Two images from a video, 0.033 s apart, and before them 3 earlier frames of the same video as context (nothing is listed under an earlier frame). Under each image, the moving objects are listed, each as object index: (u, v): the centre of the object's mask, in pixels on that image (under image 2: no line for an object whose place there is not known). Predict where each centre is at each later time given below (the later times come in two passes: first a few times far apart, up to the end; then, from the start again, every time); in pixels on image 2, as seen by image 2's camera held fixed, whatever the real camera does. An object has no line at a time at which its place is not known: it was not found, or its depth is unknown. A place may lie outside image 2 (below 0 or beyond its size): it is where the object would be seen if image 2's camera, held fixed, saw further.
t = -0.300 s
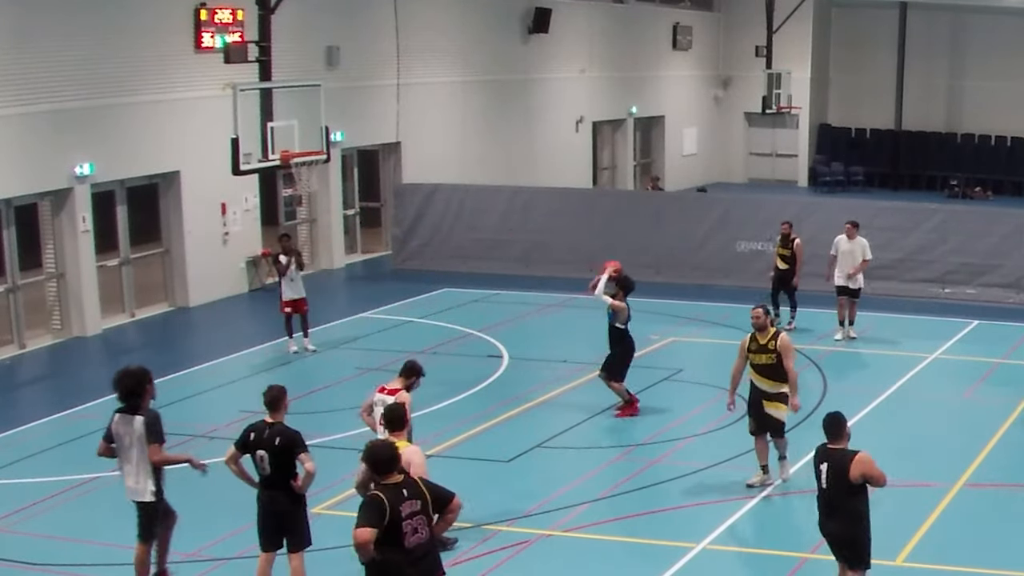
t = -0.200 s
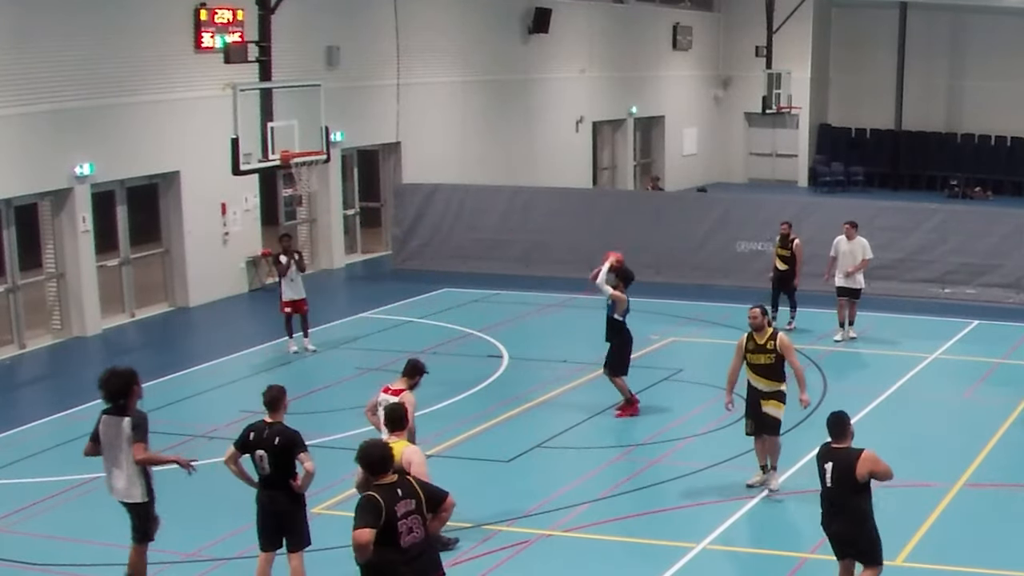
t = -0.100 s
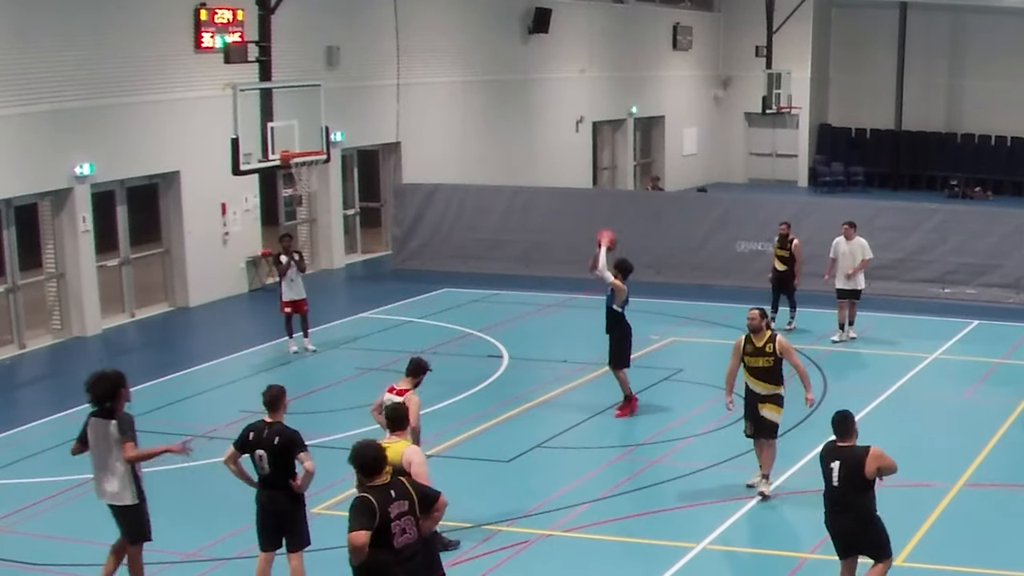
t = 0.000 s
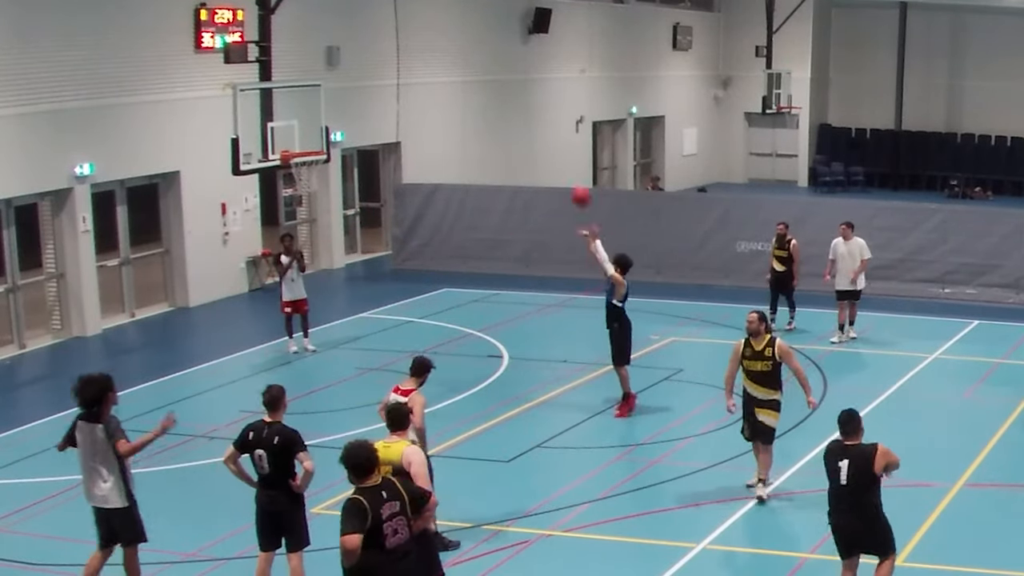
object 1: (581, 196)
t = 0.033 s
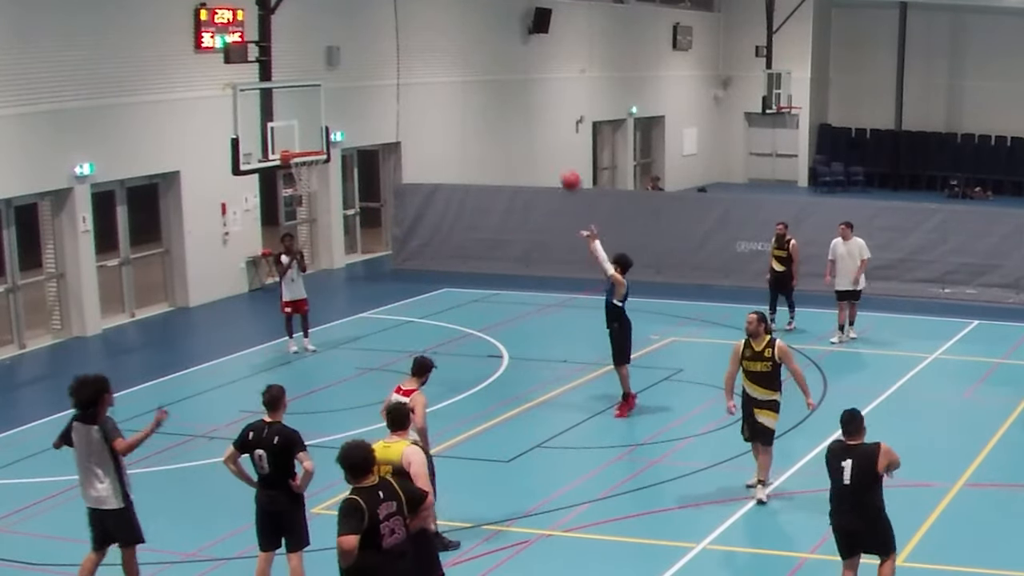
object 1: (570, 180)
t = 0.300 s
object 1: (491, 90)
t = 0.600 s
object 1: (409, 62)
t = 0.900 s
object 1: (332, 106)
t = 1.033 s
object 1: (301, 146)
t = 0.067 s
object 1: (560, 166)
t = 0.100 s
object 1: (550, 152)
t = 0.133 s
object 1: (540, 139)
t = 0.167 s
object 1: (530, 128)
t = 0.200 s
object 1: (520, 117)
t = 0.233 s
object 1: (510, 107)
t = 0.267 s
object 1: (501, 98)
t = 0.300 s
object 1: (491, 90)
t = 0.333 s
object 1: (482, 84)
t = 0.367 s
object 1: (472, 78)
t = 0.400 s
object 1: (463, 73)
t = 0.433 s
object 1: (454, 69)
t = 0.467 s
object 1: (445, 66)
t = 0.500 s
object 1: (435, 63)
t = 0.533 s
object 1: (426, 62)
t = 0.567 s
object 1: (418, 62)
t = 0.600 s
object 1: (409, 62)
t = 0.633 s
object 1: (400, 64)
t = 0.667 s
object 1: (391, 66)
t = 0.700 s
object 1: (382, 69)
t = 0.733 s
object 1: (373, 73)
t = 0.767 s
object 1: (365, 78)
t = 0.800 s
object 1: (357, 84)
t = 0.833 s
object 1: (348, 90)
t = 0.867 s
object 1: (340, 98)
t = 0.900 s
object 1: (332, 106)
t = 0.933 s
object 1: (324, 115)
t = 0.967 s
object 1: (316, 124)
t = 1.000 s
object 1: (309, 134)
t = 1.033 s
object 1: (301, 146)
